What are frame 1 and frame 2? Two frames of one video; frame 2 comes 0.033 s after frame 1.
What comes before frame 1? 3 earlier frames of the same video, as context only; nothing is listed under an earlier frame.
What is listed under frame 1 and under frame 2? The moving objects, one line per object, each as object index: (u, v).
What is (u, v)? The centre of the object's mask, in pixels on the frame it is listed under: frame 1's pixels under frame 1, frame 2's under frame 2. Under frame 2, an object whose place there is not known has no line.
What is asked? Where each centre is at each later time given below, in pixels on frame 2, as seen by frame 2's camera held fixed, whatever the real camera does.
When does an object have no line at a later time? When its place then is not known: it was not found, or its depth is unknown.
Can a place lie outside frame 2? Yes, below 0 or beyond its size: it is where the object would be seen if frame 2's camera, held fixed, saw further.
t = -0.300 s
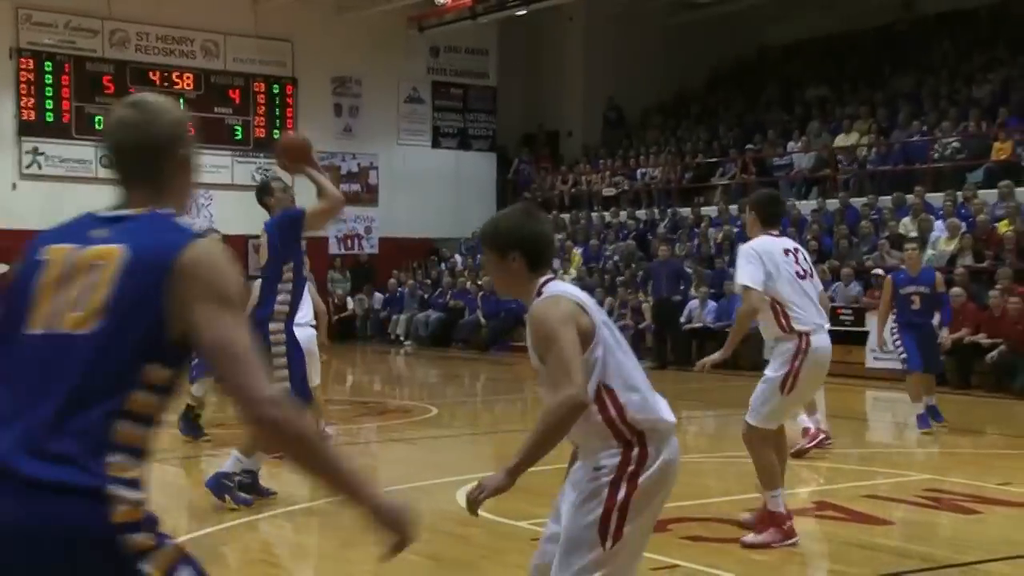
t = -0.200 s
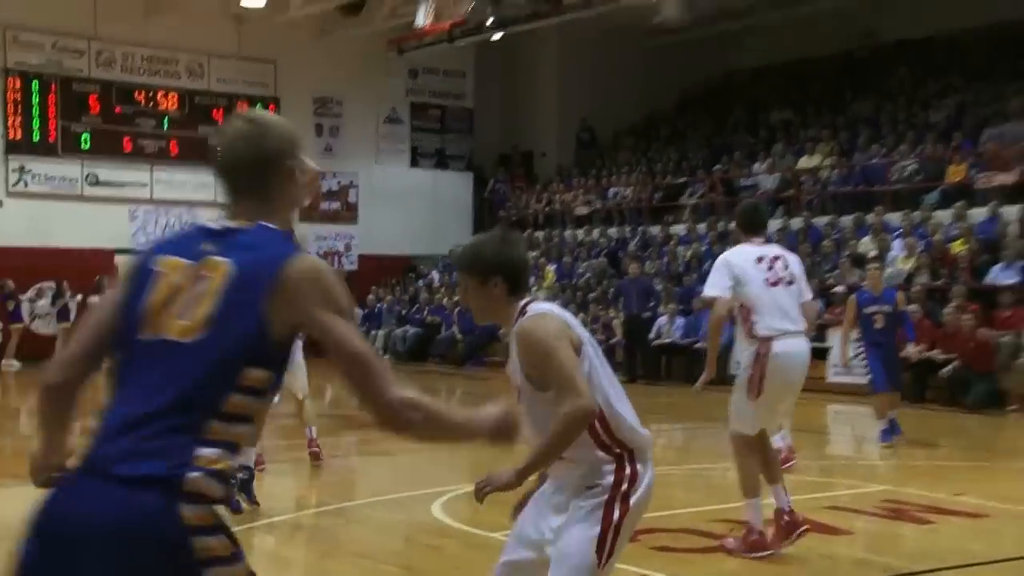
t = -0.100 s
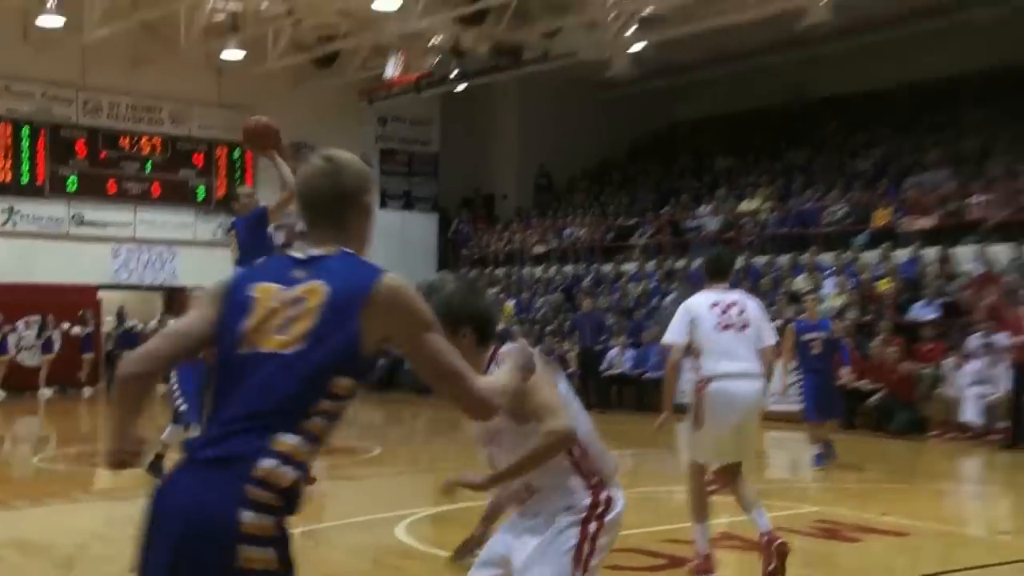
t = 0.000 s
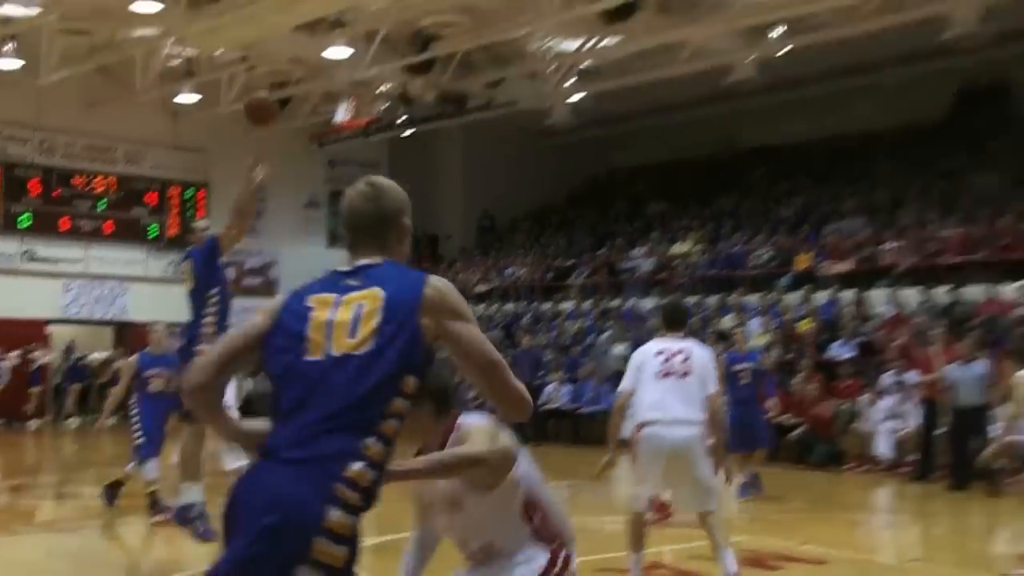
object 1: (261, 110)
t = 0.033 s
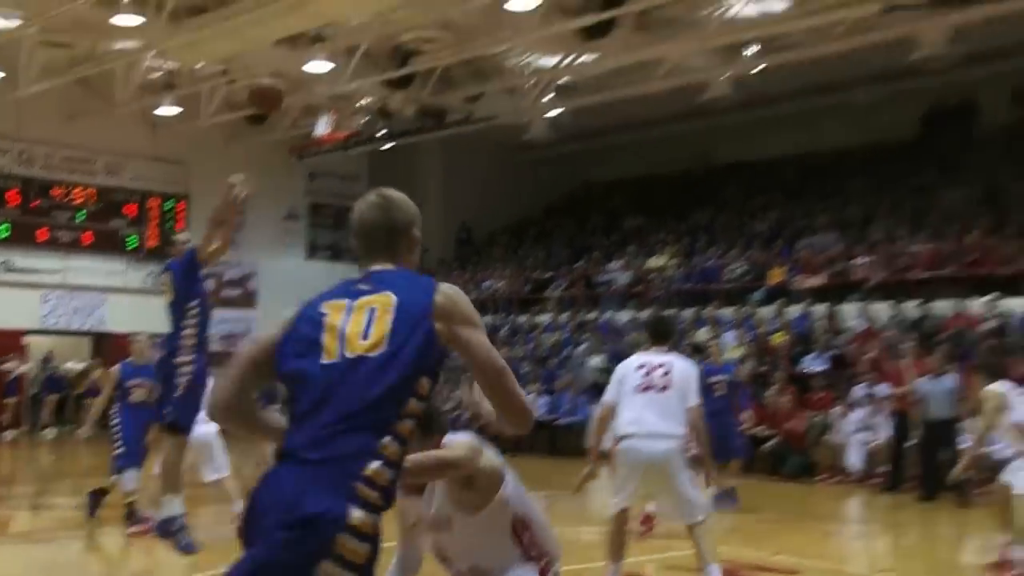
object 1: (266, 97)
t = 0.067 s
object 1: (288, 73)
